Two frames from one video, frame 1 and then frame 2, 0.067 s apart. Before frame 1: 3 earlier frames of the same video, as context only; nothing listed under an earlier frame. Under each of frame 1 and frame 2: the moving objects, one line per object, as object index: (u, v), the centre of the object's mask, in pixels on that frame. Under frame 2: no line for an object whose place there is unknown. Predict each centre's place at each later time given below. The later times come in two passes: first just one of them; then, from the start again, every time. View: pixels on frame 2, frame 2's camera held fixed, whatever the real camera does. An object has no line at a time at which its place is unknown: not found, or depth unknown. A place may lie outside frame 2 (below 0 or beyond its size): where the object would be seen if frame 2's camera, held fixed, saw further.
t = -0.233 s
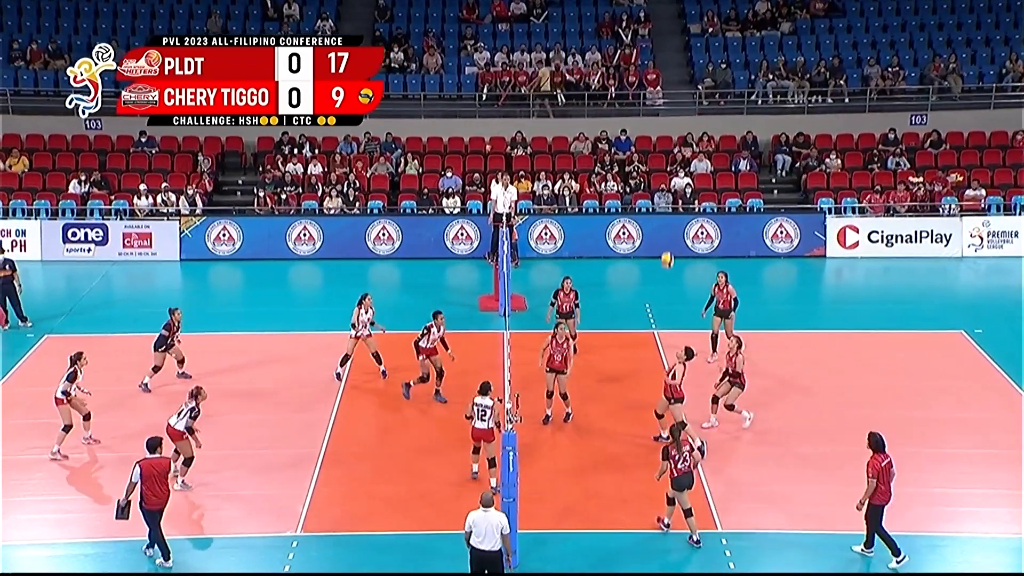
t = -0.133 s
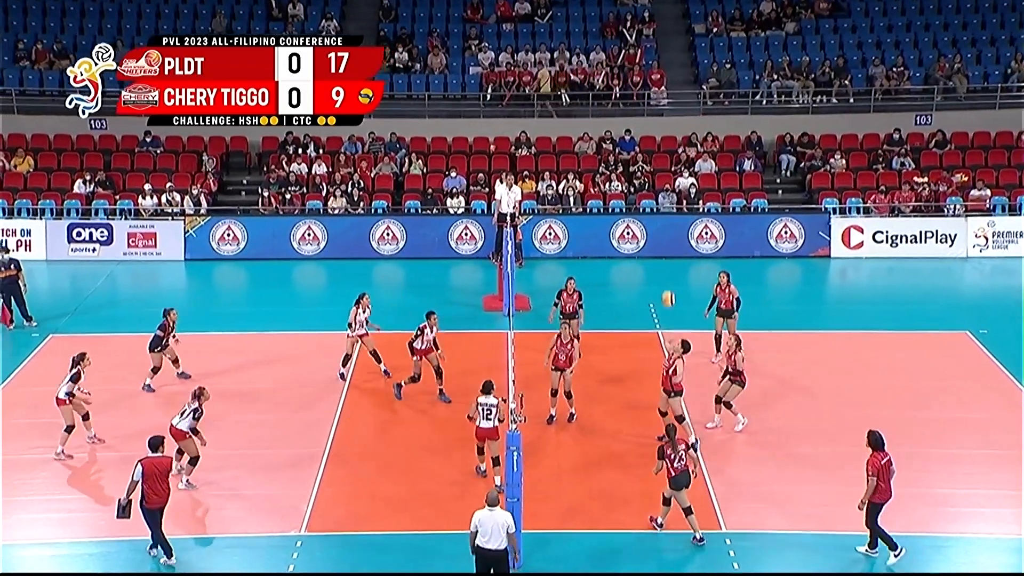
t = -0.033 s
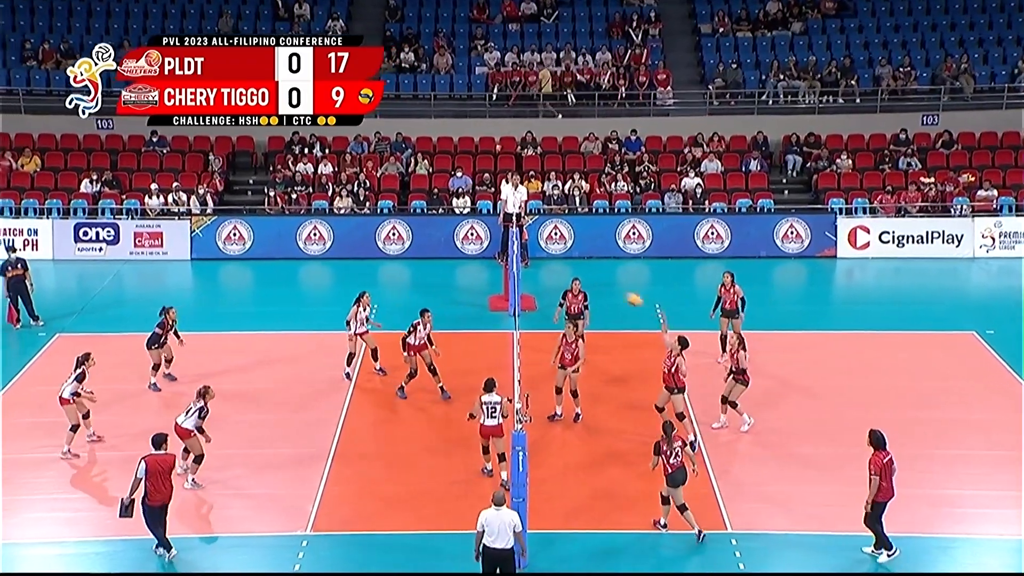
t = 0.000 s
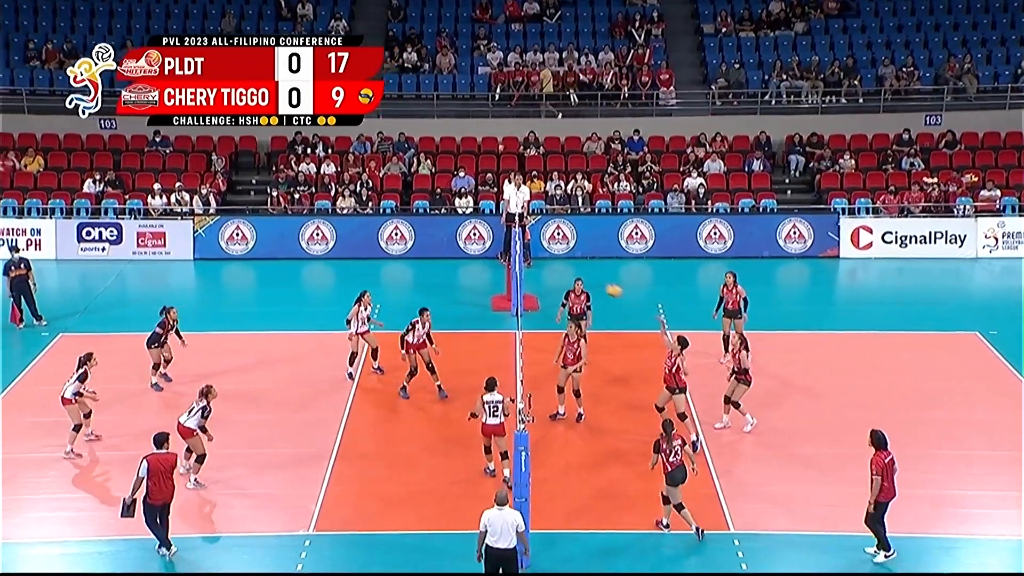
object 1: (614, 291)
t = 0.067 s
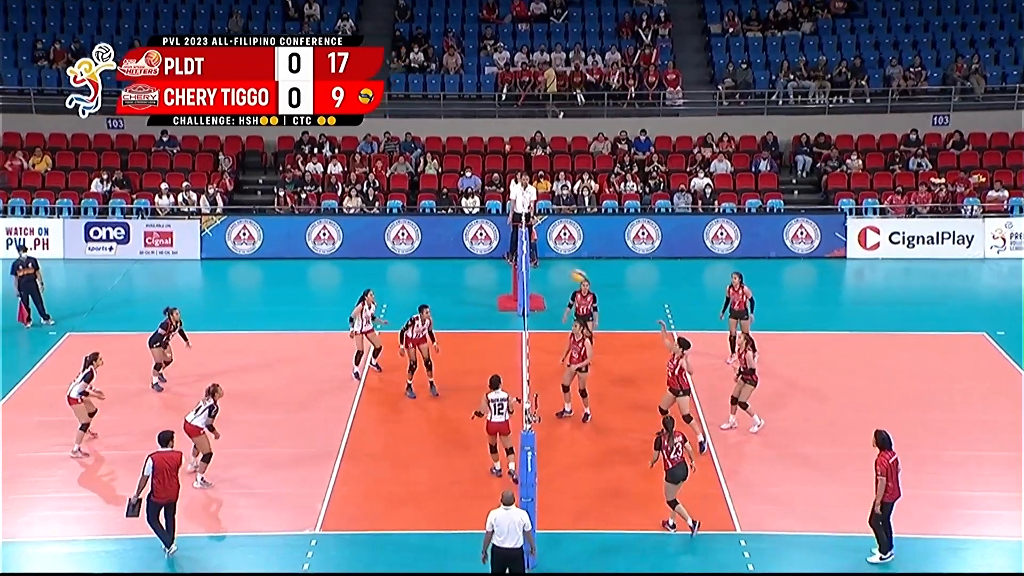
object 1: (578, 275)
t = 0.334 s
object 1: (414, 248)
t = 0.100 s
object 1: (556, 270)
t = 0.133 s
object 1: (535, 263)
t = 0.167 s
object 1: (512, 259)
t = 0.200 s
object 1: (494, 255)
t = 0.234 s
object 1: (474, 253)
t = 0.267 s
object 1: (452, 250)
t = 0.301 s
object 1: (433, 248)
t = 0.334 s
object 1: (414, 248)
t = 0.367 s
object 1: (393, 247)
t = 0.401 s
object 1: (375, 247)
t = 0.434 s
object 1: (356, 249)
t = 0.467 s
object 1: (338, 251)
